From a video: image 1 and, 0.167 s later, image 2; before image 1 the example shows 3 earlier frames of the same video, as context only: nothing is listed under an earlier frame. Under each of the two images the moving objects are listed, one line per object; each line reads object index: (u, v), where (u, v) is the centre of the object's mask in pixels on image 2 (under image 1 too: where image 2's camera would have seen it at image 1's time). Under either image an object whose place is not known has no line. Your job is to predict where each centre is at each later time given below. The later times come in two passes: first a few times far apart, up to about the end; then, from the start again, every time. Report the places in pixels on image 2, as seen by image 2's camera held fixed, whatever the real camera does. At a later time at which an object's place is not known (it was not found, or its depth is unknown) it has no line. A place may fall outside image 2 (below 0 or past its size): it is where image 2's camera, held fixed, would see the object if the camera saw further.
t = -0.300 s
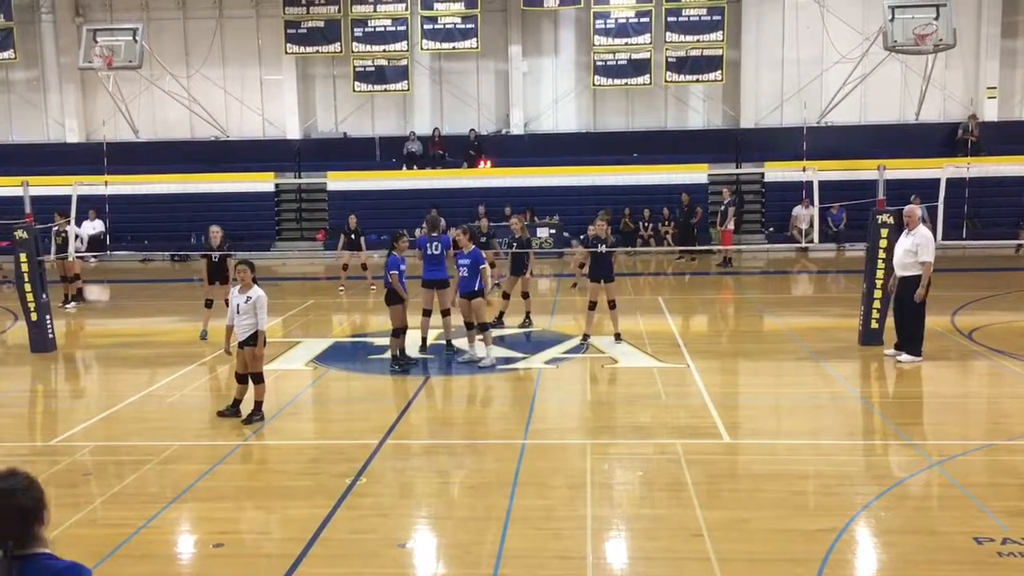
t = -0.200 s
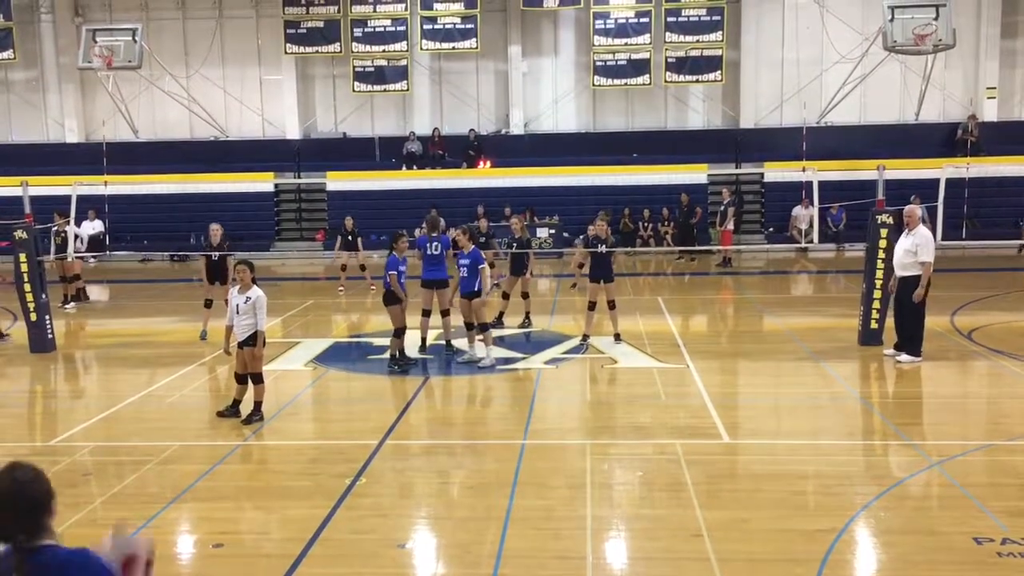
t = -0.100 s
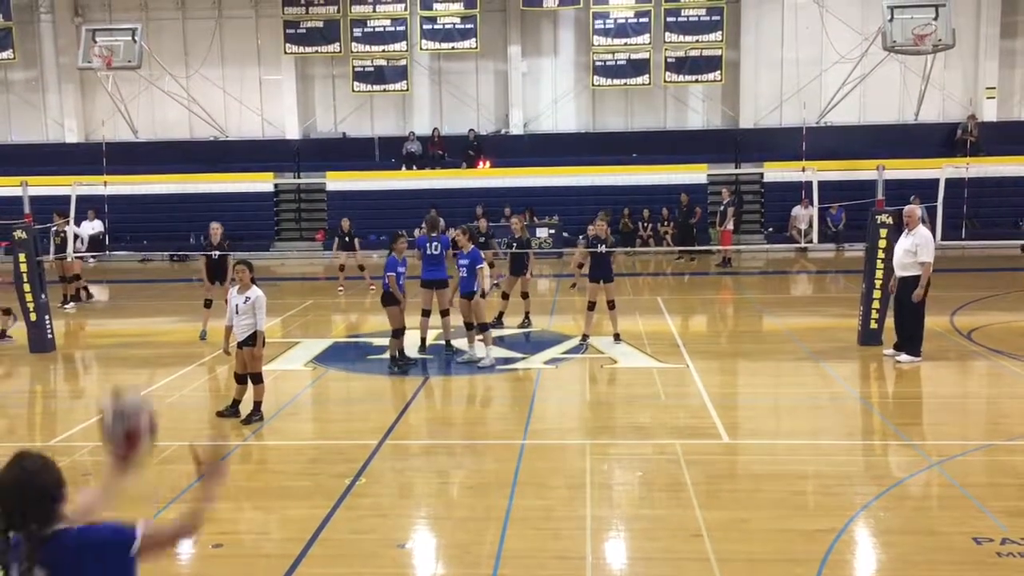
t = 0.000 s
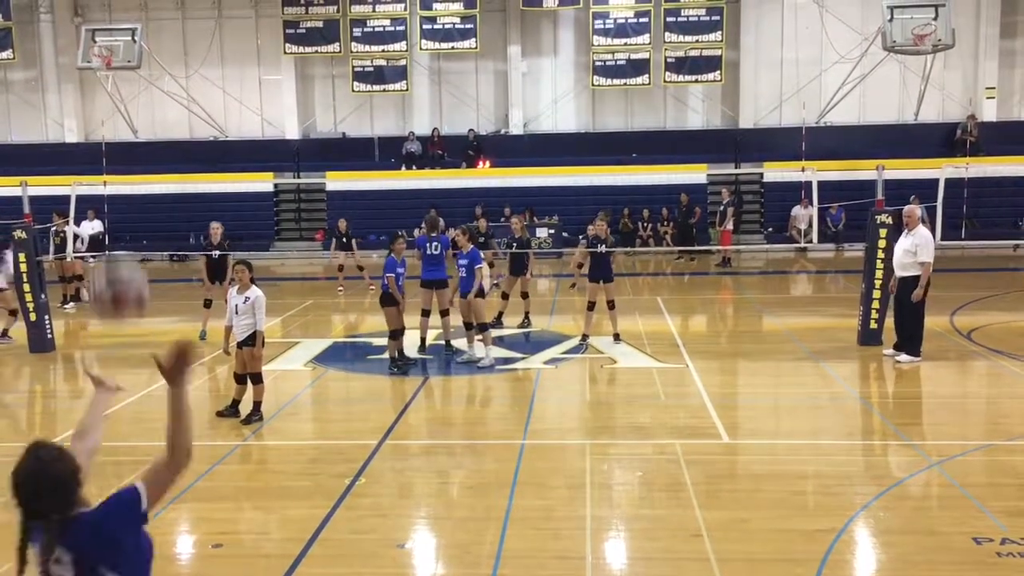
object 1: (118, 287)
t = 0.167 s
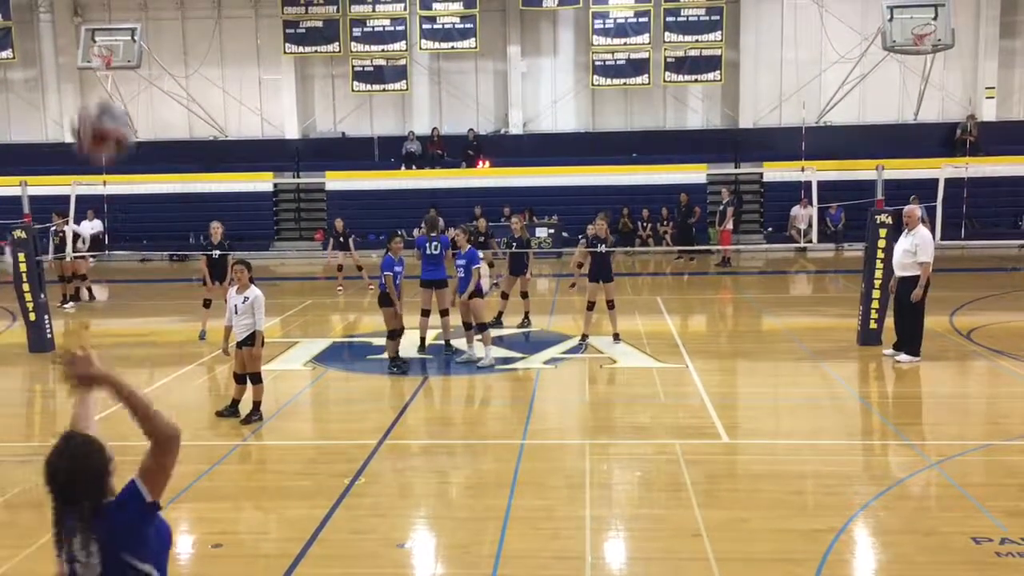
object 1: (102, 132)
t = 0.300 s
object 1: (92, 52)
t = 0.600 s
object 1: (88, 63)
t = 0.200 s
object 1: (100, 107)
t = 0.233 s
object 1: (98, 83)
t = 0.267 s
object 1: (93, 69)
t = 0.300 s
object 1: (92, 52)
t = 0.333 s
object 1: (91, 41)
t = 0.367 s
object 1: (90, 34)
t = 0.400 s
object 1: (89, 29)
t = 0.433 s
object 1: (89, 28)
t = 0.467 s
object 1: (88, 29)
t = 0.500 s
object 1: (87, 33)
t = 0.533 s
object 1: (87, 40)
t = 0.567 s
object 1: (88, 49)
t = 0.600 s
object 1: (88, 63)
